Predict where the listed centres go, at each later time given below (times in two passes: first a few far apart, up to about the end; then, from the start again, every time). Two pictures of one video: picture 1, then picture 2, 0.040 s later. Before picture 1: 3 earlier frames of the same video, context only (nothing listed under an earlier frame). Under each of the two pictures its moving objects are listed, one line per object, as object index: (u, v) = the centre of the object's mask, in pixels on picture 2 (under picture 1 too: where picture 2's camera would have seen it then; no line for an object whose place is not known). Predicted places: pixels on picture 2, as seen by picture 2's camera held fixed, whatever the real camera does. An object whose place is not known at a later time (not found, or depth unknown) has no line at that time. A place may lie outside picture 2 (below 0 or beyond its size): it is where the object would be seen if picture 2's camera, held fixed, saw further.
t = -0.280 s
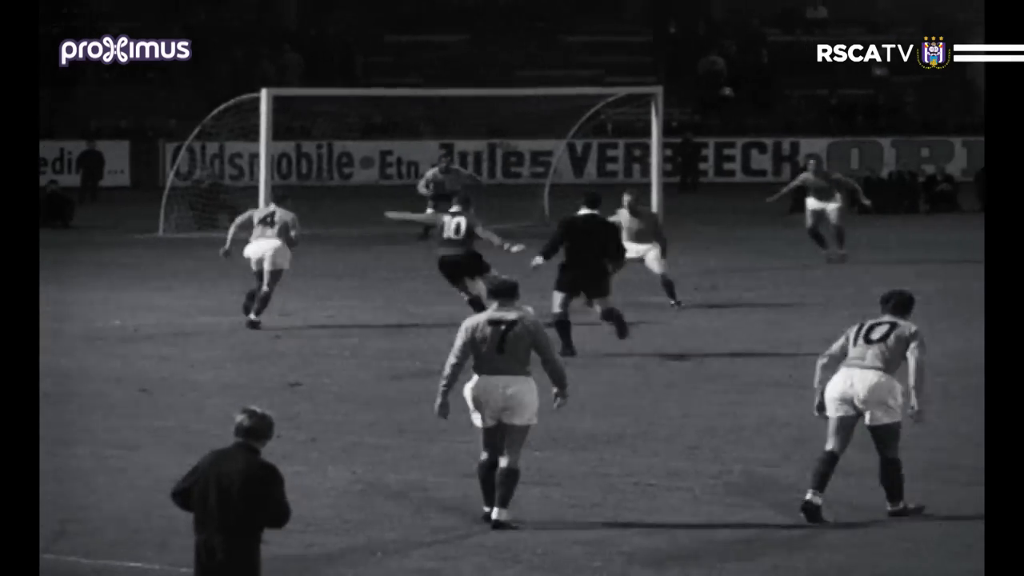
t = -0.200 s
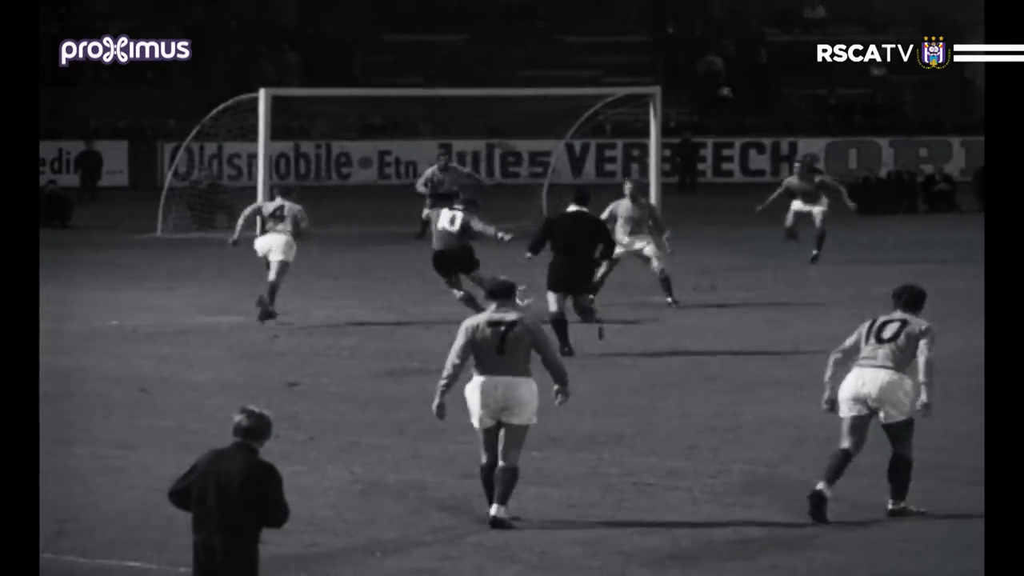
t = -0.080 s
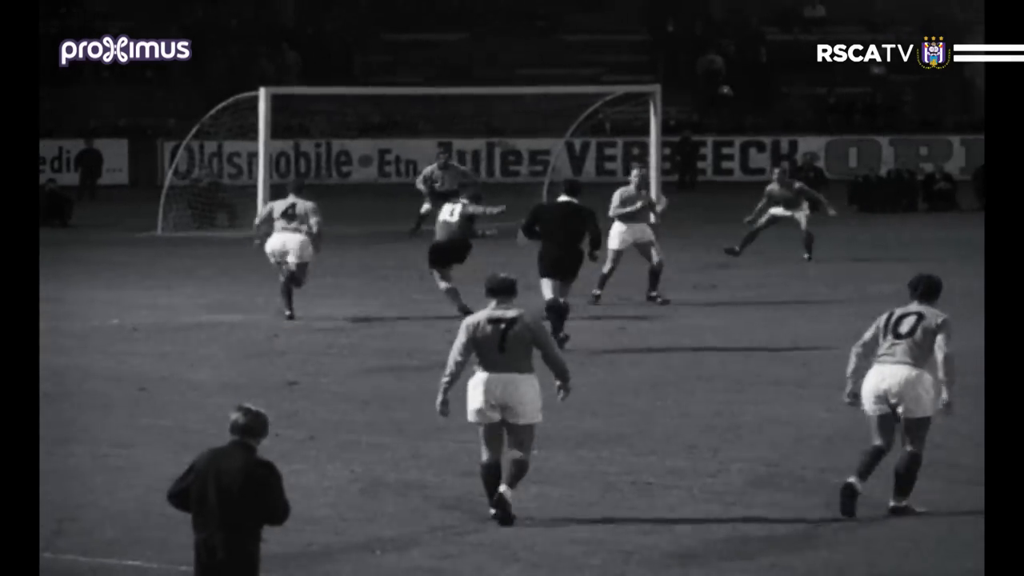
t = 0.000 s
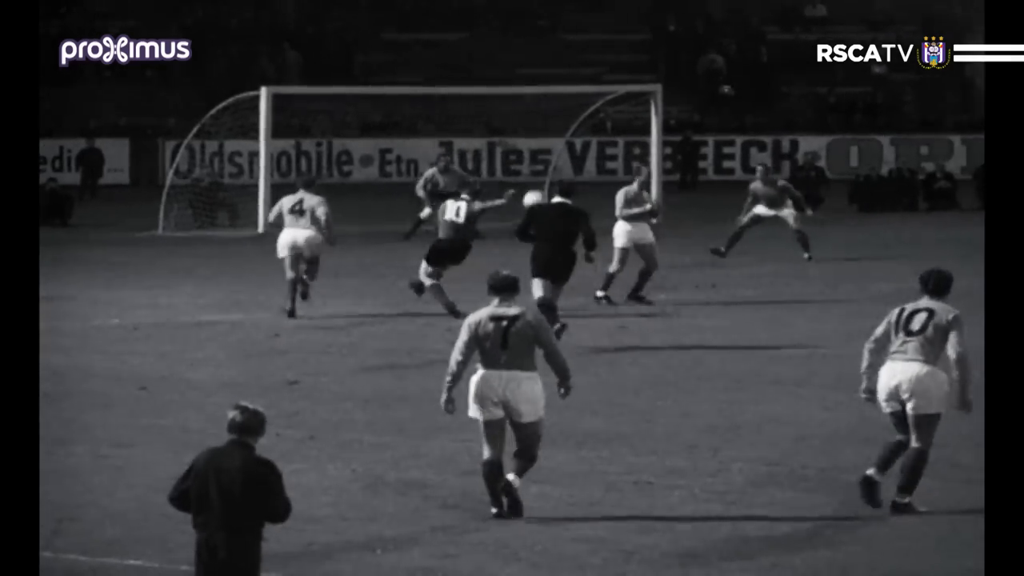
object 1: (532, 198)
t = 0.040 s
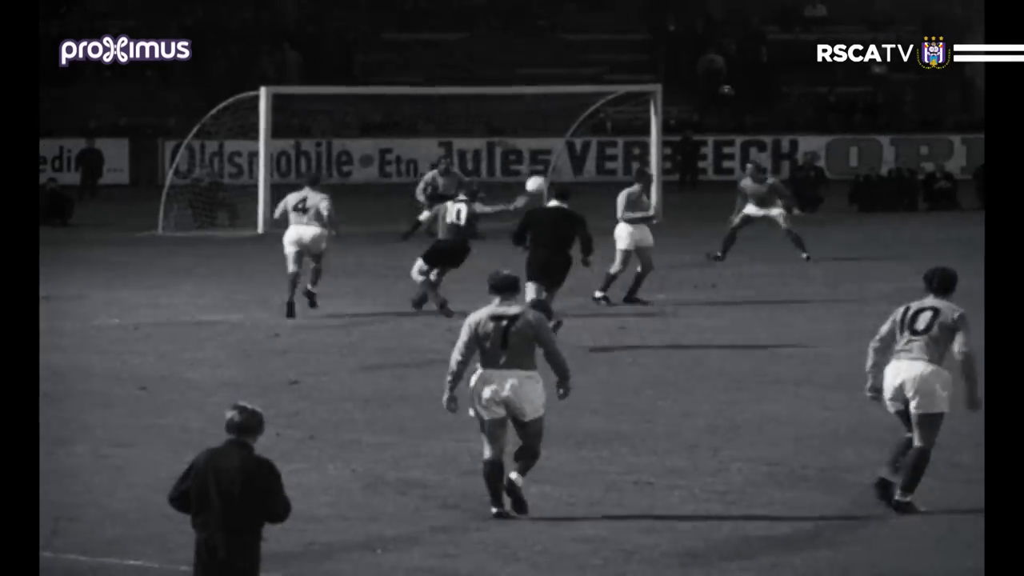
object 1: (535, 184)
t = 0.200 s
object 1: (550, 133)
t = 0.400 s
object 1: (577, 92)
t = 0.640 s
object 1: (619, 68)
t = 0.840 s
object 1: (653, 67)
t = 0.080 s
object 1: (538, 170)
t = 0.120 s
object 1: (541, 157)
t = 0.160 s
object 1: (545, 144)
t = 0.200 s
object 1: (550, 133)
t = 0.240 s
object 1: (556, 124)
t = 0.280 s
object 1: (560, 115)
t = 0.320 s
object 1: (566, 107)
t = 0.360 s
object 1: (571, 99)
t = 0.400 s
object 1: (577, 92)
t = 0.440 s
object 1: (583, 86)
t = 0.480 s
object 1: (590, 81)
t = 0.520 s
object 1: (597, 77)
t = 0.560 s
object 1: (604, 73)
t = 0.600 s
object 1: (611, 70)
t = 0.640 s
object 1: (619, 68)
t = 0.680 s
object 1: (625, 67)
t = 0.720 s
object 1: (632, 66)
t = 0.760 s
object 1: (639, 66)
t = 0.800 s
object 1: (646, 66)
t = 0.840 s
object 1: (653, 67)
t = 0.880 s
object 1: (661, 69)
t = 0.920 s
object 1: (668, 70)
